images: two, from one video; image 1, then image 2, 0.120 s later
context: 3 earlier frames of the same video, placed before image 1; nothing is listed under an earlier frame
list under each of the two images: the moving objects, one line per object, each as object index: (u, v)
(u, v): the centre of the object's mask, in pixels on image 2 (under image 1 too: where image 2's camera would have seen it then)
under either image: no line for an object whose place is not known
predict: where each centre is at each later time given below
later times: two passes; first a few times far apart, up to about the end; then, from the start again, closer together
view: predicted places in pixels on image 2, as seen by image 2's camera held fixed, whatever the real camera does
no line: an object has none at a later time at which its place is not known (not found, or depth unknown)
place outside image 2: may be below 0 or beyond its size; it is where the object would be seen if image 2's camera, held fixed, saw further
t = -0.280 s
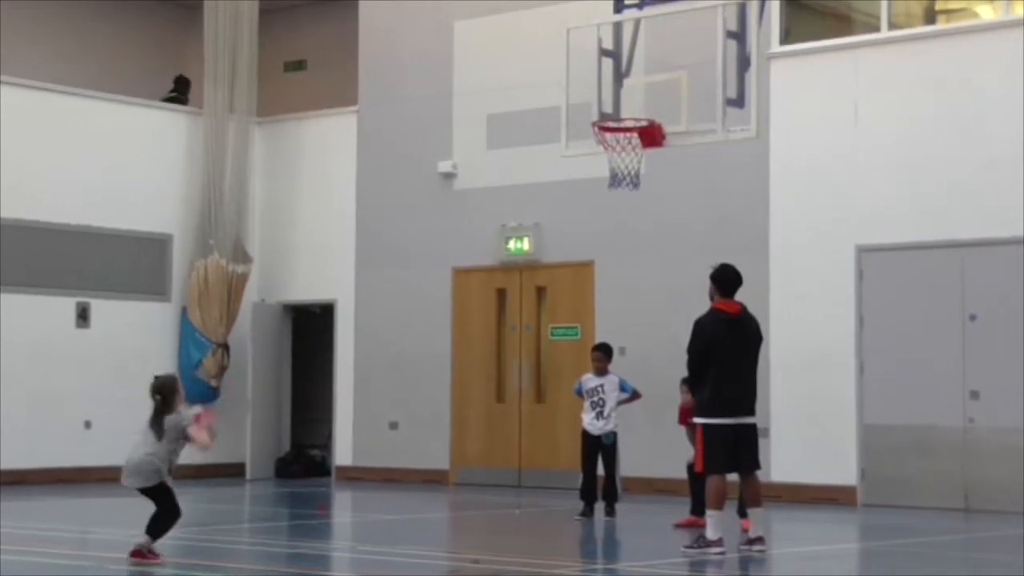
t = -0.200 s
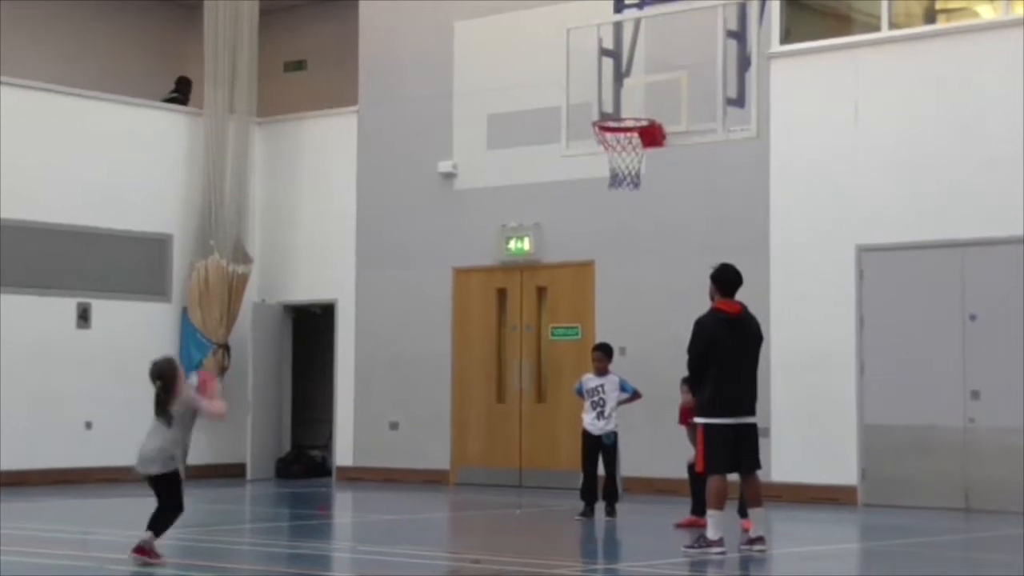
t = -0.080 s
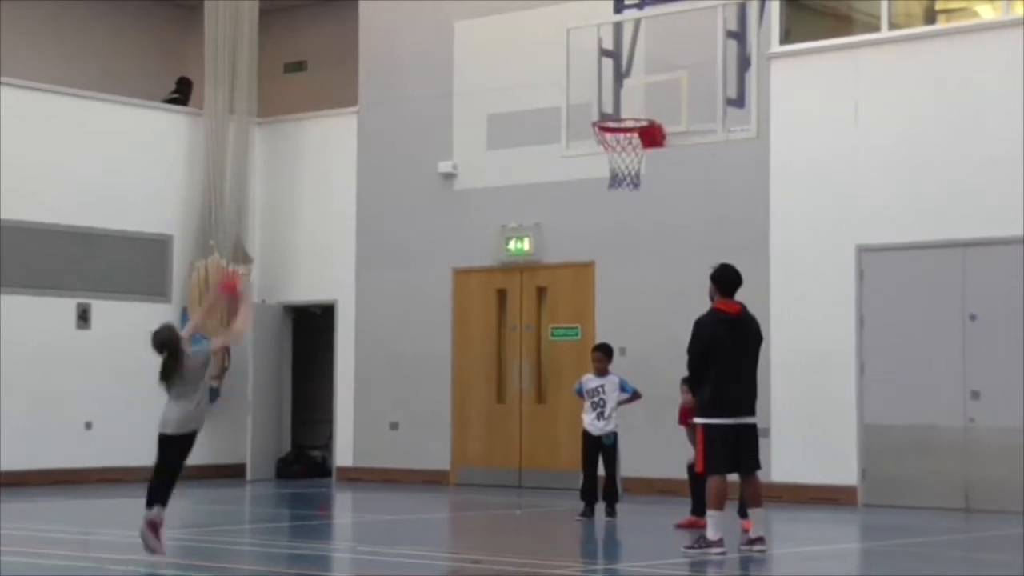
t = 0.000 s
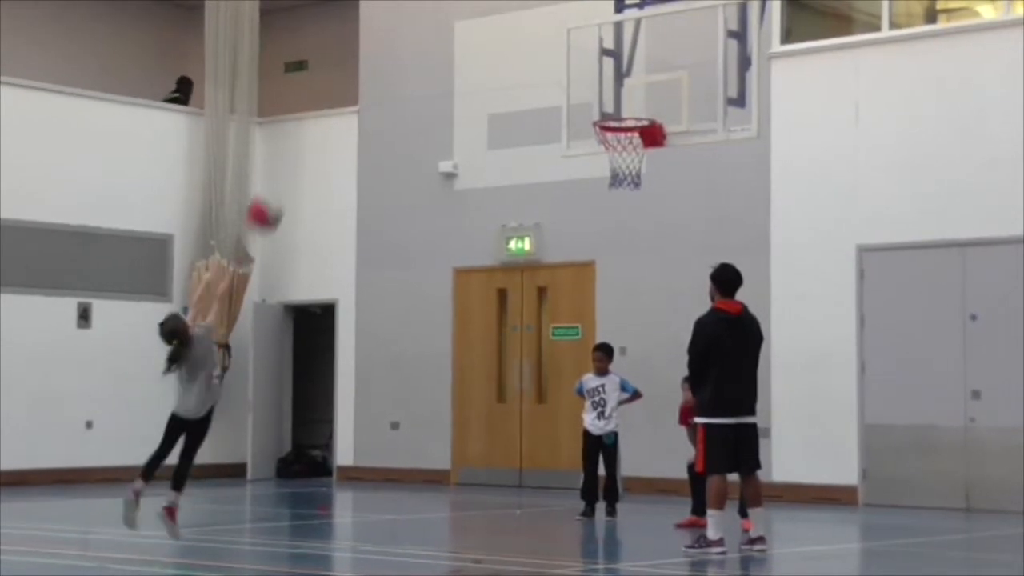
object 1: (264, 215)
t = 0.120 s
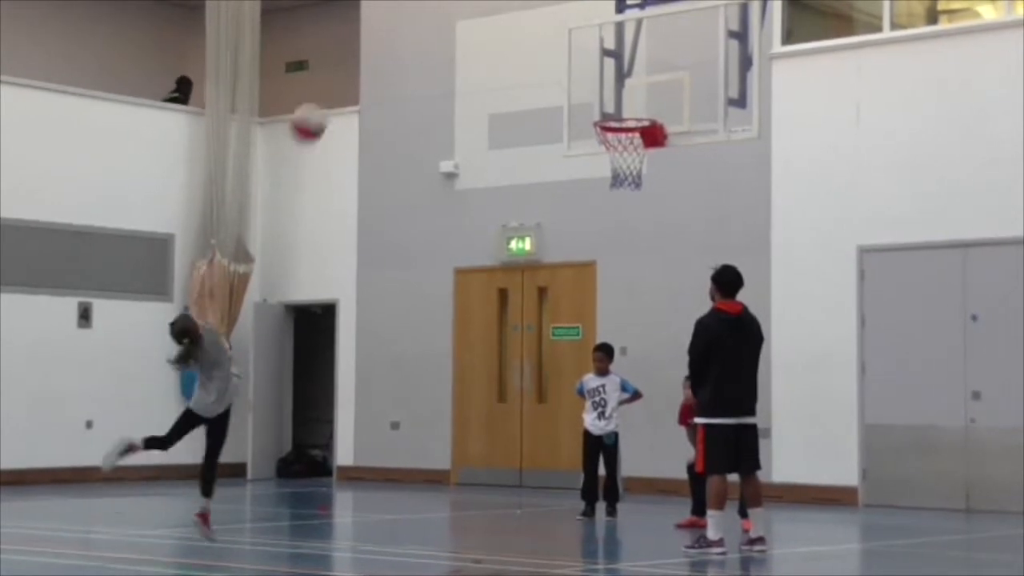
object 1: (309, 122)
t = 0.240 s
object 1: (346, 62)
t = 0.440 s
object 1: (407, 14)
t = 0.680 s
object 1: (474, 31)
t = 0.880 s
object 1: (522, 108)
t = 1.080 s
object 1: (569, 231)
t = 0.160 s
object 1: (321, 98)
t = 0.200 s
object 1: (334, 79)
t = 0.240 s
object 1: (346, 62)
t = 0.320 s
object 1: (372, 34)
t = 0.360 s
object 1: (384, 23)
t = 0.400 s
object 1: (395, 17)
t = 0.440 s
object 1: (407, 14)
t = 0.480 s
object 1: (419, 13)
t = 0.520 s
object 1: (430, 13)
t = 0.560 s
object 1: (441, 14)
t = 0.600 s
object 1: (452, 17)
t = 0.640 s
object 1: (462, 21)
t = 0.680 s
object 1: (474, 31)
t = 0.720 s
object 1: (484, 42)
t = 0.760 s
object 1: (493, 55)
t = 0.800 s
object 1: (503, 70)
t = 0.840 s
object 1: (513, 88)
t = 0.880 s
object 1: (522, 108)
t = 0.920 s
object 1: (531, 130)
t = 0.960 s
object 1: (541, 153)
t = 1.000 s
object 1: (551, 179)
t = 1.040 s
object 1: (560, 206)
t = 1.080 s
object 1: (569, 231)
